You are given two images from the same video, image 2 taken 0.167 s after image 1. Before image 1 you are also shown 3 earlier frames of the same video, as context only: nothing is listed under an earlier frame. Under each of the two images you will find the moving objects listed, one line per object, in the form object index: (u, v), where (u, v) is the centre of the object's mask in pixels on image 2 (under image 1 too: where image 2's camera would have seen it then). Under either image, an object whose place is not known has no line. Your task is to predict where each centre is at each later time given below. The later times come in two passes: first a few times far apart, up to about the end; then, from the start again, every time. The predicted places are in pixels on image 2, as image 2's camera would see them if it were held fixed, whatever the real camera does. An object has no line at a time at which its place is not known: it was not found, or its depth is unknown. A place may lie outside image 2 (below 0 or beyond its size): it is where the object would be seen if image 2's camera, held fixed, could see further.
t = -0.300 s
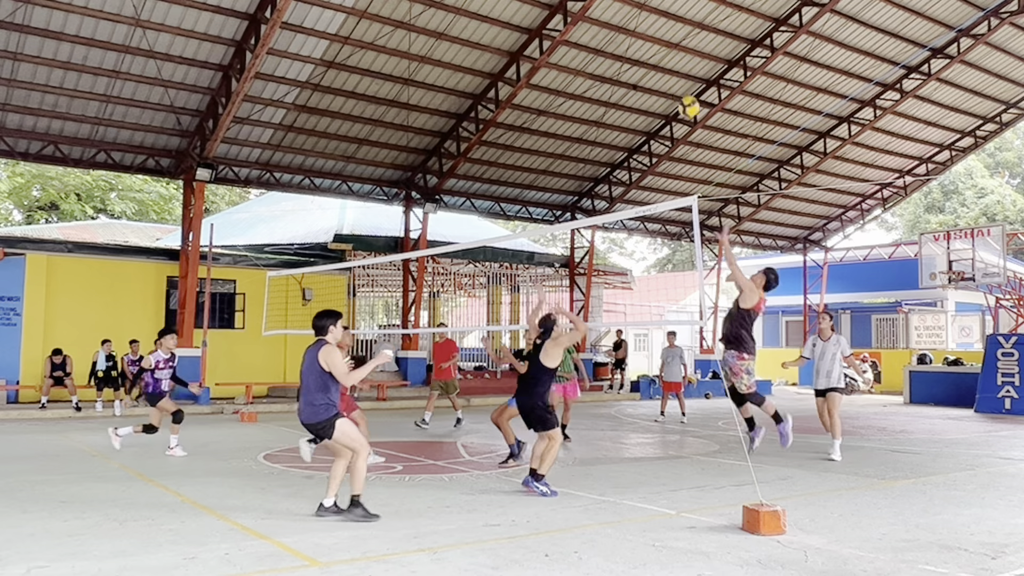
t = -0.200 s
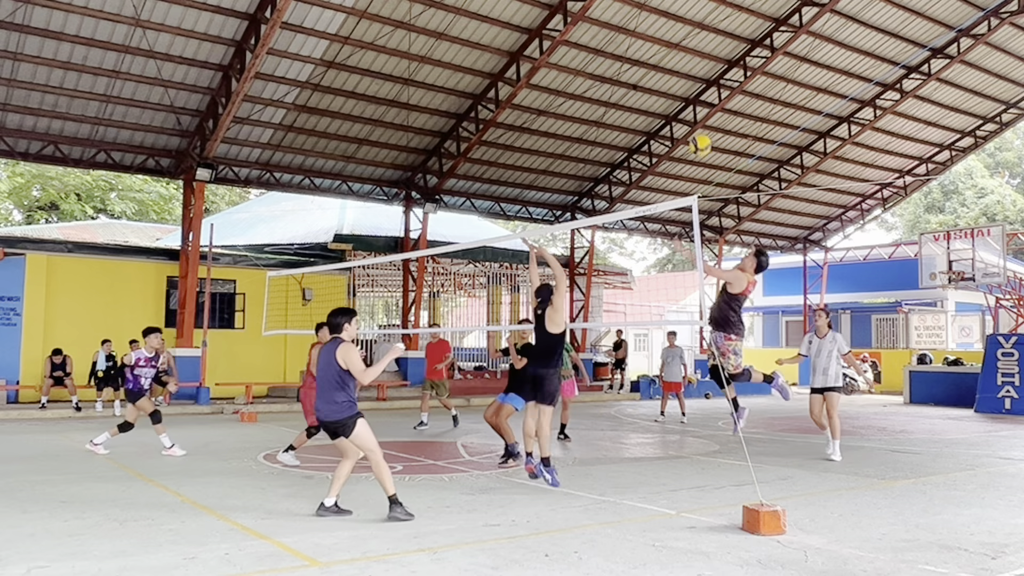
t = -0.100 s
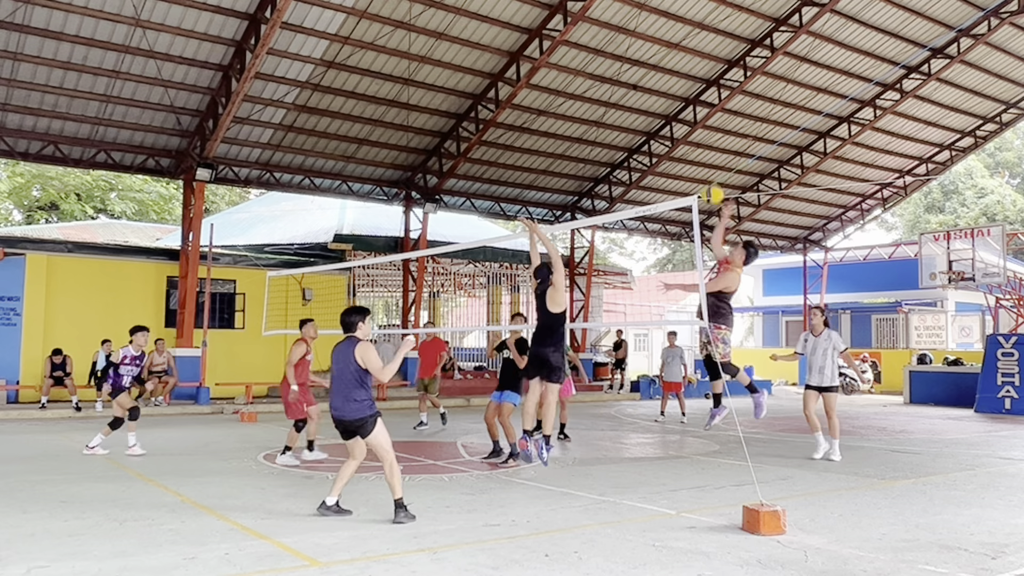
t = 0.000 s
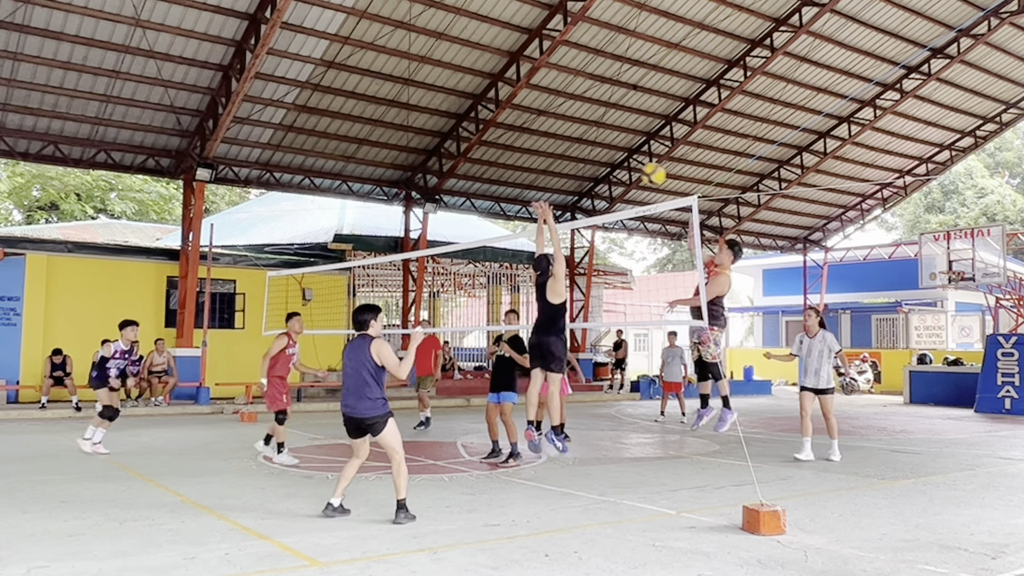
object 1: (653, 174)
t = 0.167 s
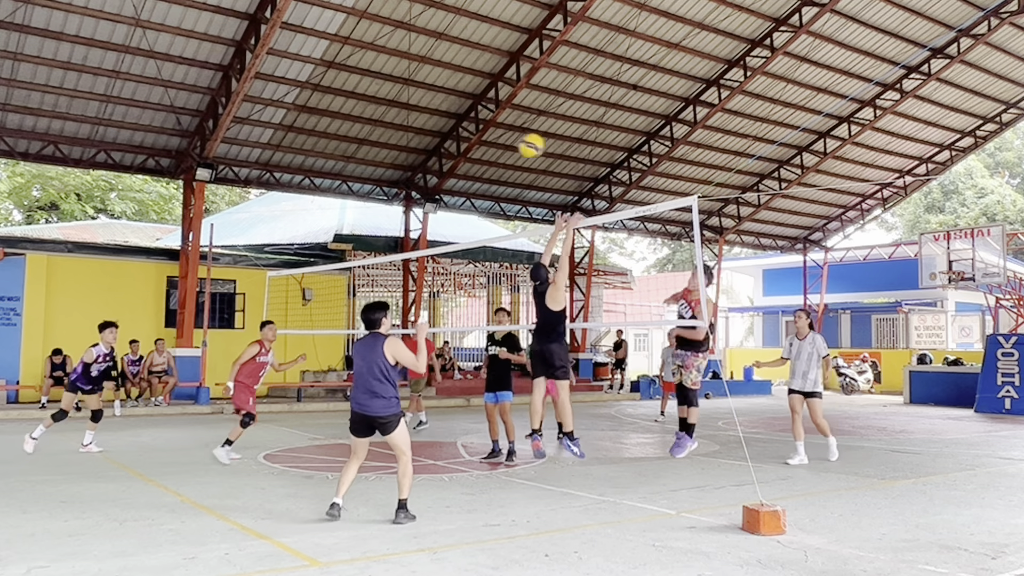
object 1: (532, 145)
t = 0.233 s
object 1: (479, 142)
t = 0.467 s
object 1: (275, 172)
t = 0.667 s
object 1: (71, 260)
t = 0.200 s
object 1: (505, 143)
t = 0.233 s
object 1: (479, 142)
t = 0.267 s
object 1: (451, 142)
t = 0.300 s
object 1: (424, 143)
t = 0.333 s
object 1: (395, 146)
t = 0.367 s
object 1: (365, 151)
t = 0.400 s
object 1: (336, 156)
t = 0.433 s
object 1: (306, 163)
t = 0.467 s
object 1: (275, 172)
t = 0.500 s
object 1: (244, 182)
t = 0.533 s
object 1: (210, 194)
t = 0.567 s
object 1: (178, 208)
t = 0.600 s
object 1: (143, 223)
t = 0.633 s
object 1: (106, 243)
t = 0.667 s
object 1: (71, 260)
